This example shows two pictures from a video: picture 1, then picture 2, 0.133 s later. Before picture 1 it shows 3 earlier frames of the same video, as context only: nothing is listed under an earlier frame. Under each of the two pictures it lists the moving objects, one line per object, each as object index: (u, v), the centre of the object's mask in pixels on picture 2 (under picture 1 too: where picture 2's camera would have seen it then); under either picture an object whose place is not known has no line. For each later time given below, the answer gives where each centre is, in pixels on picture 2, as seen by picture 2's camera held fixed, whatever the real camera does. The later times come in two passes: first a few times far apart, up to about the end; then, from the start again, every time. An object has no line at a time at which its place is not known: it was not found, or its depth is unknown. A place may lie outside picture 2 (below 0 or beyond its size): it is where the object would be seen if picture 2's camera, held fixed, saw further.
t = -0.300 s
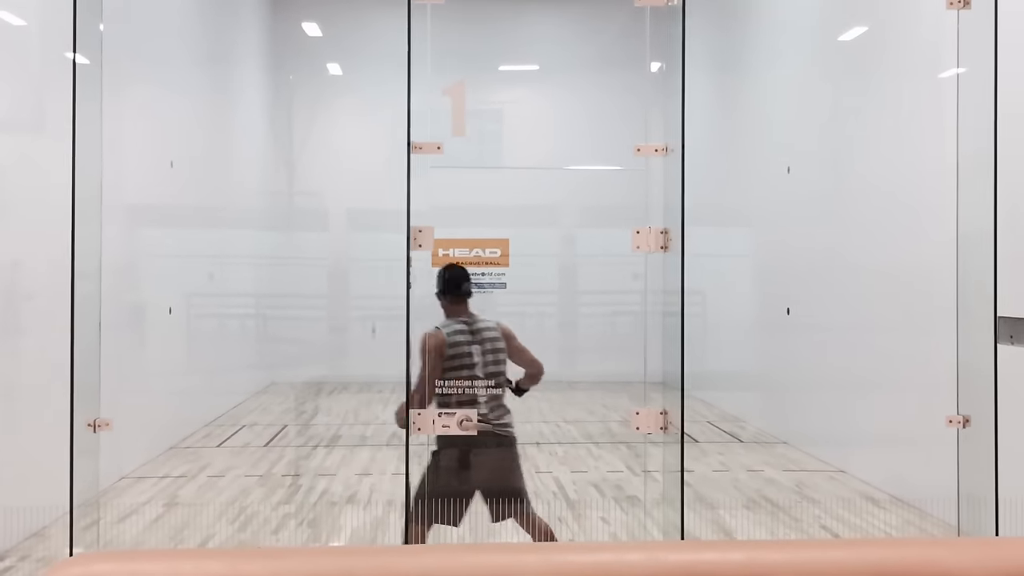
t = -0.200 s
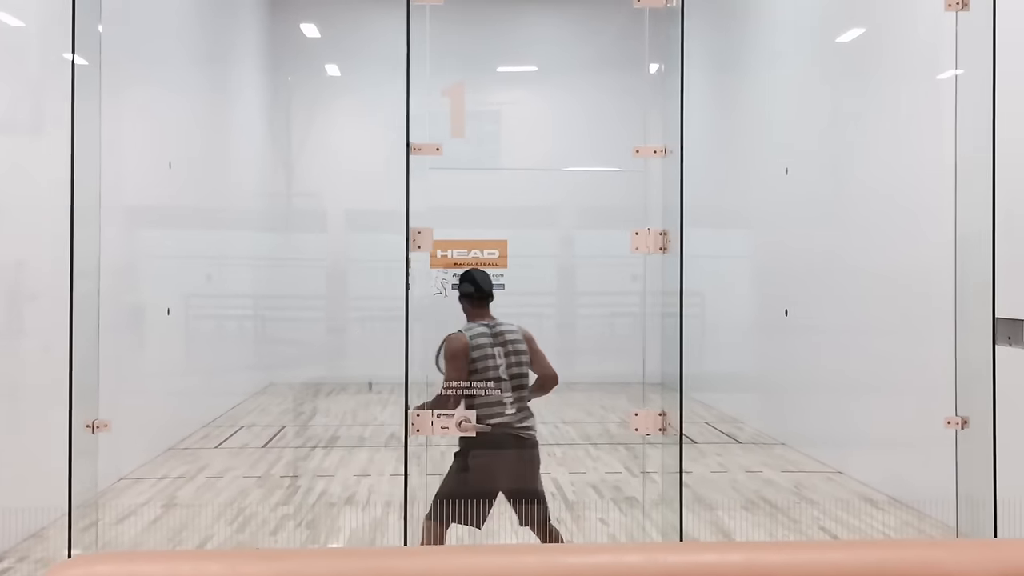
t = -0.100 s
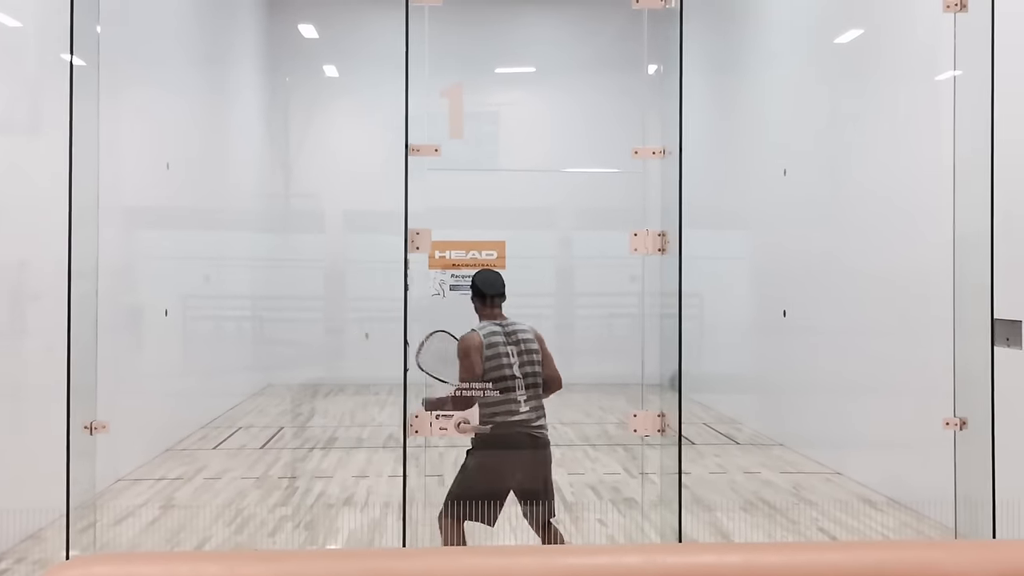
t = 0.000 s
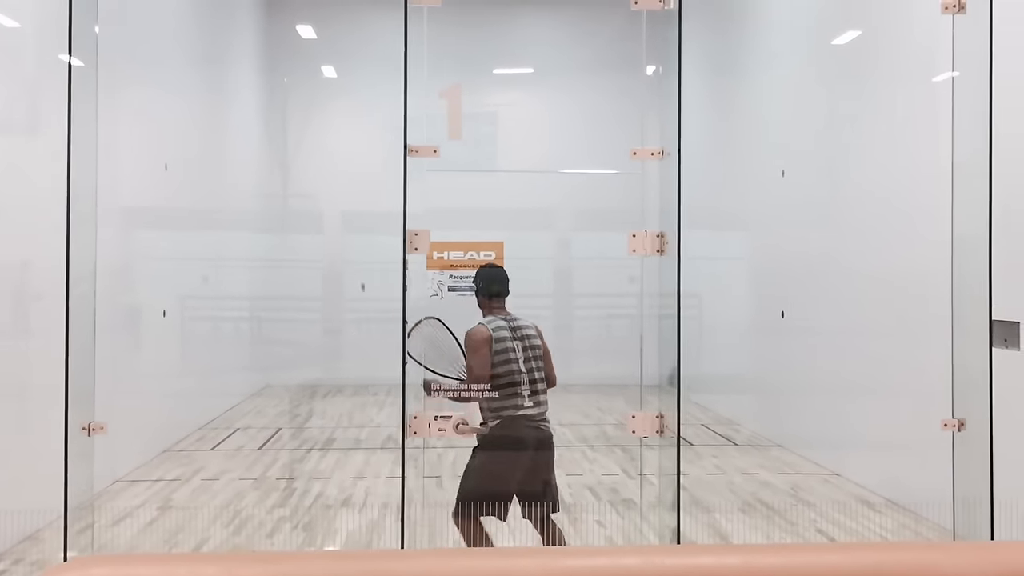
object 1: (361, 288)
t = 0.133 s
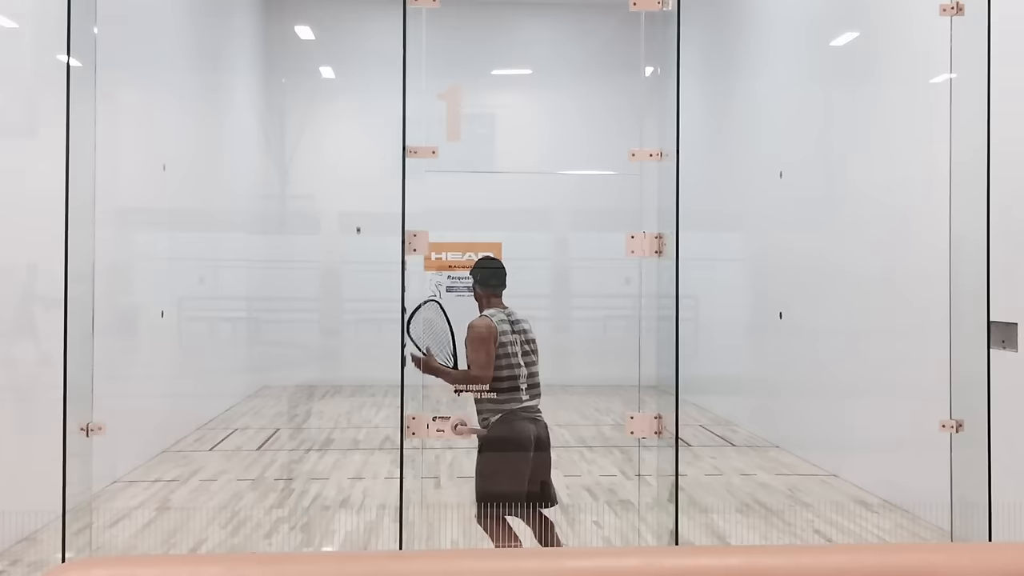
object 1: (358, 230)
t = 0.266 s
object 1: (354, 181)
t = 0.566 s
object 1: (345, 115)
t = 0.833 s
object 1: (333, 126)
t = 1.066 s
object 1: (318, 226)
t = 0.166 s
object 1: (357, 217)
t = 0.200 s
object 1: (356, 204)
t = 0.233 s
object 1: (355, 192)
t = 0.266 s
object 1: (354, 181)
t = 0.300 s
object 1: (353, 170)
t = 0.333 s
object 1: (352, 160)
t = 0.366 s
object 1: (352, 151)
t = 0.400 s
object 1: (351, 144)
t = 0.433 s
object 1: (350, 135)
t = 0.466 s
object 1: (349, 129)
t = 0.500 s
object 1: (347, 123)
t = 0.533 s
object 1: (346, 118)
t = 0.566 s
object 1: (345, 115)
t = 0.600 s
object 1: (343, 112)
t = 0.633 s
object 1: (342, 110)
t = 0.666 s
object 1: (341, 110)
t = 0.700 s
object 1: (340, 110)
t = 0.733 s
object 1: (338, 112)
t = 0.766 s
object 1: (337, 115)
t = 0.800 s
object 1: (335, 120)
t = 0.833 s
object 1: (333, 126)
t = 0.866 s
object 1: (332, 134)
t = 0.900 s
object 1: (330, 144)
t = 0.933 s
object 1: (328, 156)
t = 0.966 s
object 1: (325, 170)
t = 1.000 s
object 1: (323, 186)
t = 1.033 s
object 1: (321, 204)
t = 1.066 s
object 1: (318, 226)
